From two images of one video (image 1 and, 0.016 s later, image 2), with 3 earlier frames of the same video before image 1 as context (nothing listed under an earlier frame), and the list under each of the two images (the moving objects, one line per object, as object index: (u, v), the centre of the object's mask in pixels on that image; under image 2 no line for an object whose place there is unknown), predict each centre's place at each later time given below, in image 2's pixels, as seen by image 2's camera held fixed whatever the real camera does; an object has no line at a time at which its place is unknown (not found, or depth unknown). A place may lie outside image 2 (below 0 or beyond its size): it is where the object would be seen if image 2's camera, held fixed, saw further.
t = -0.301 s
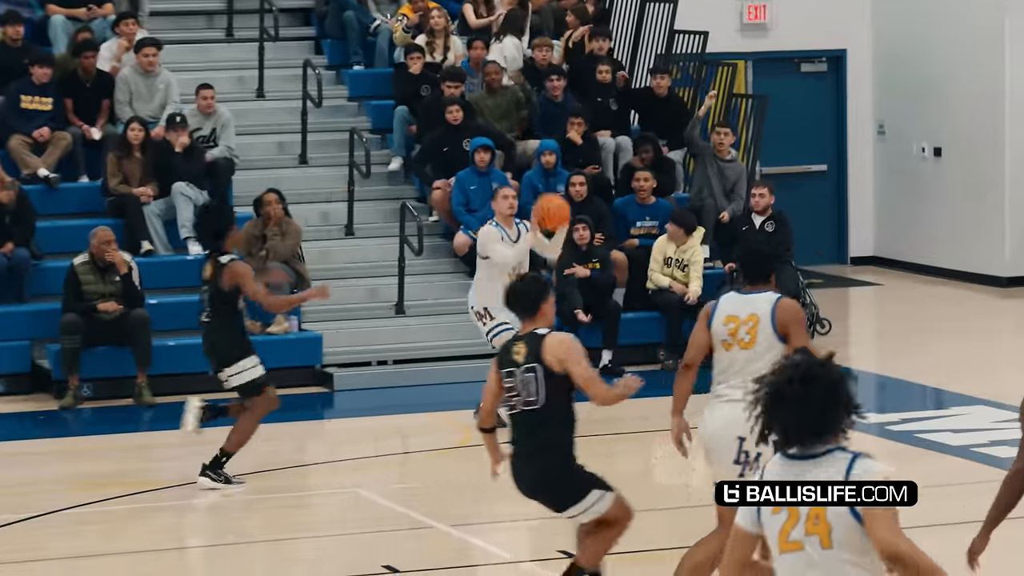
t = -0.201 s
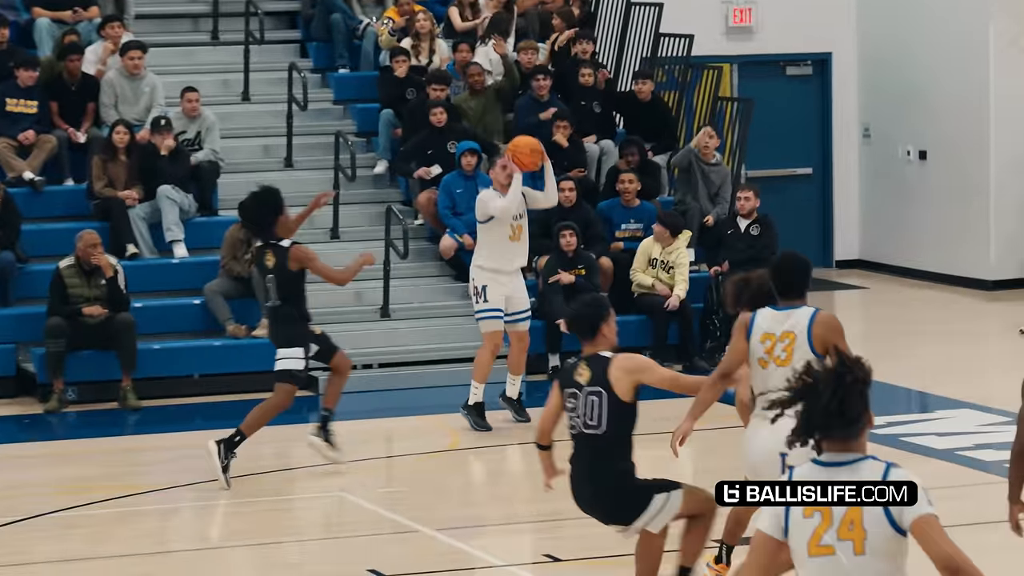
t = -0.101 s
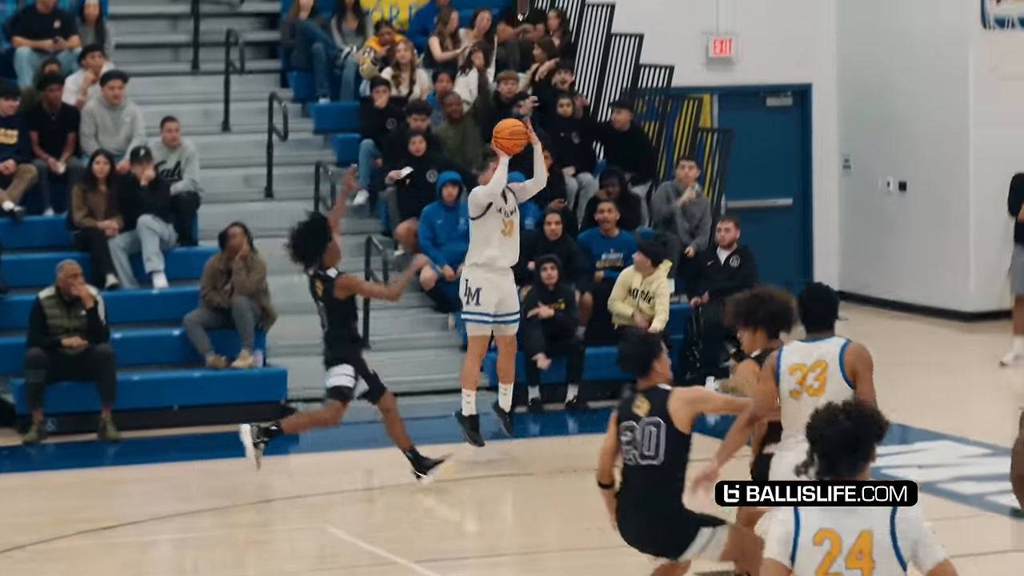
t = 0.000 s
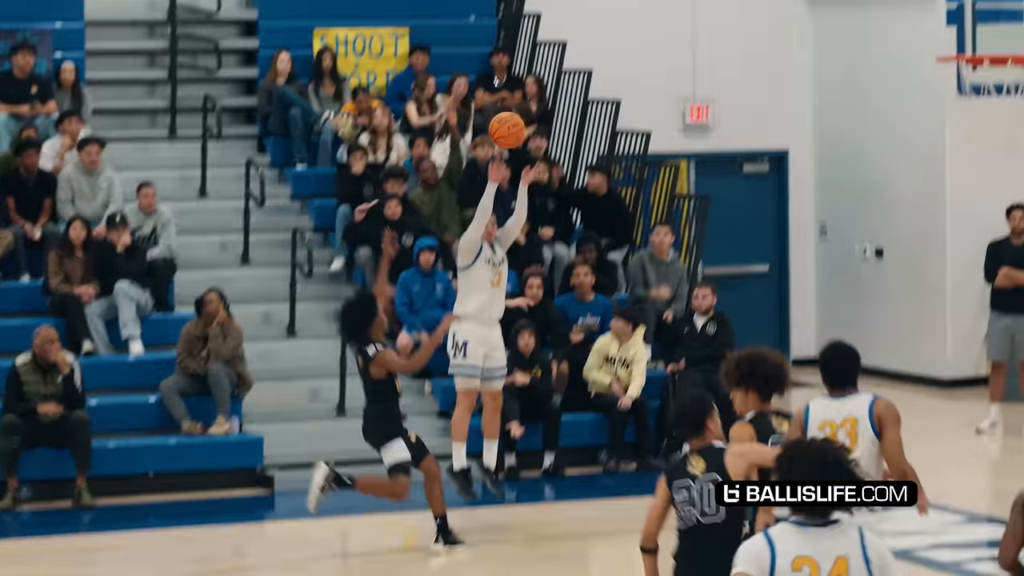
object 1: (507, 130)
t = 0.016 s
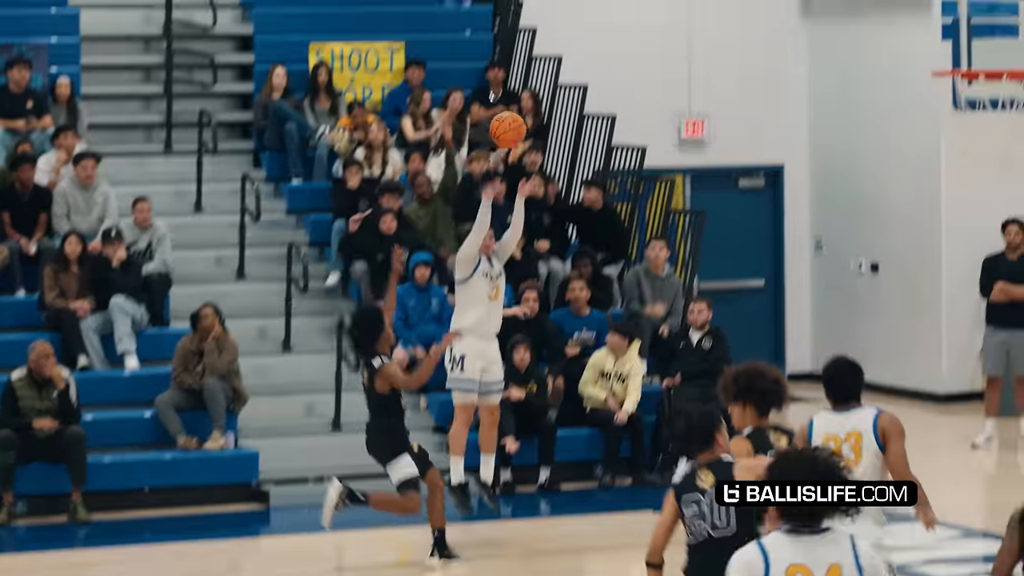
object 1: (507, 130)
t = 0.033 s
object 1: (514, 116)
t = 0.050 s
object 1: (519, 101)
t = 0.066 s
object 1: (525, 86)
